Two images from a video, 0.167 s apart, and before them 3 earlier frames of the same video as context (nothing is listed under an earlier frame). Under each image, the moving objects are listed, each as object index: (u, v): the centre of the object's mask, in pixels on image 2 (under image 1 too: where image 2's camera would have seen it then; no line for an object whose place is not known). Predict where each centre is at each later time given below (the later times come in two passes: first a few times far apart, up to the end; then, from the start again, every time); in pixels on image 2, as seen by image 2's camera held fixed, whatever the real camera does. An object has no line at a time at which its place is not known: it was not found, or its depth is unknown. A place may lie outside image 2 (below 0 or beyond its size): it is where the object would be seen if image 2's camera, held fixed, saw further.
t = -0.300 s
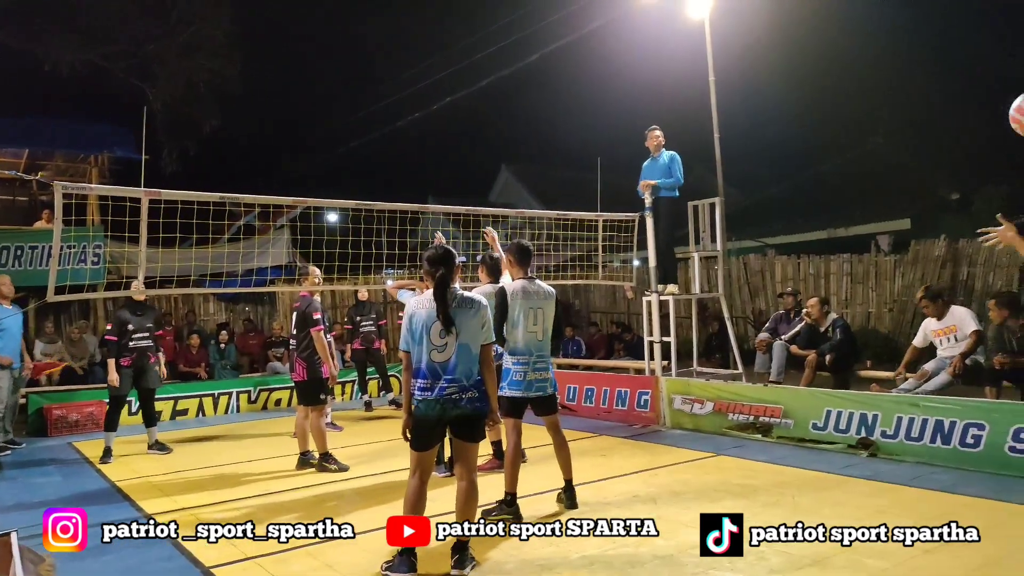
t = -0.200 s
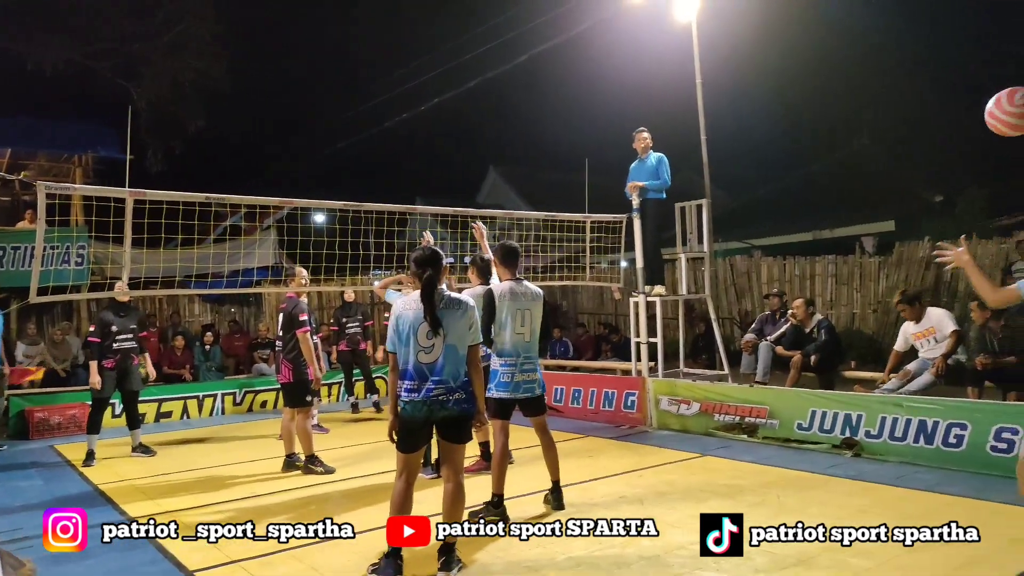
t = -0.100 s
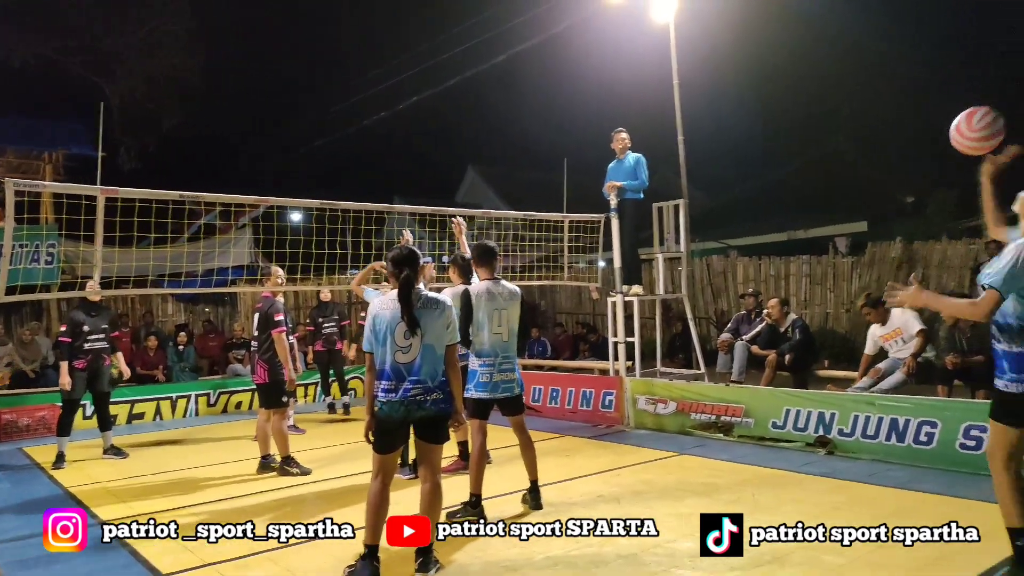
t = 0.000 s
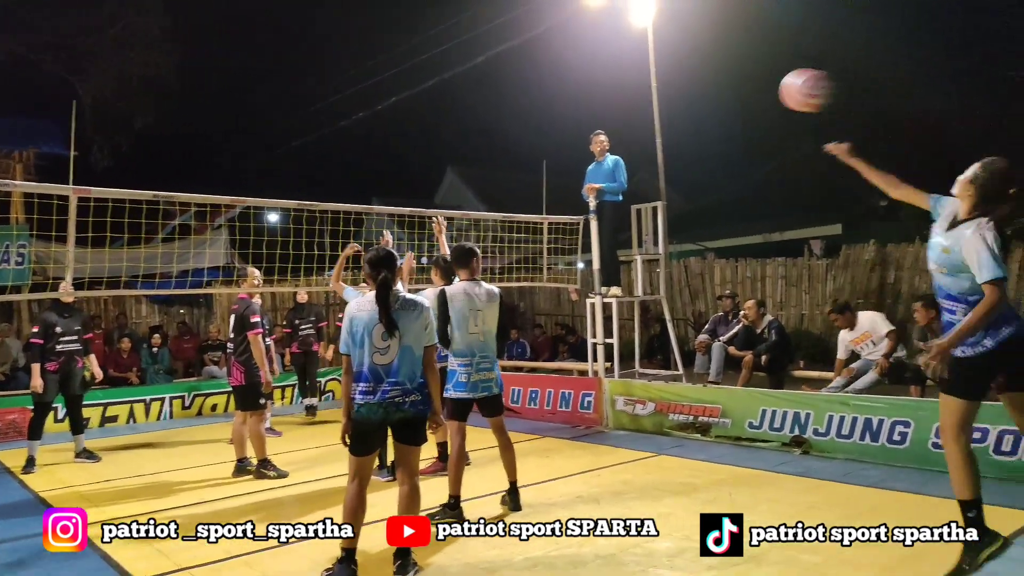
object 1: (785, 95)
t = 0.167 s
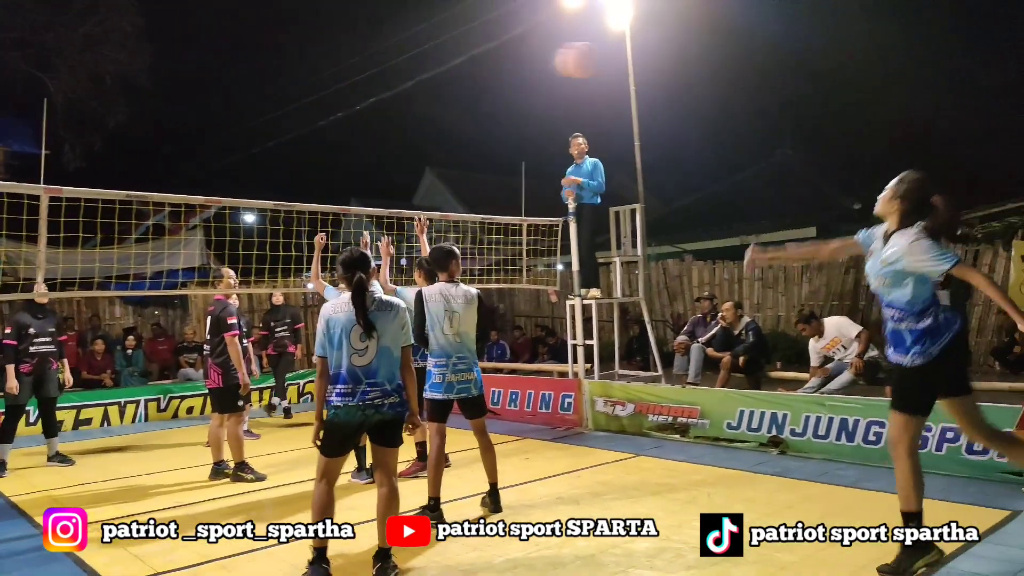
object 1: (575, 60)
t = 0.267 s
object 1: (483, 60)
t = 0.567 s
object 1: (294, 136)
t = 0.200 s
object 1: (539, 58)
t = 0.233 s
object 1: (510, 58)
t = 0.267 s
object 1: (483, 60)
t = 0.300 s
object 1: (455, 64)
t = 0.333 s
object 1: (431, 70)
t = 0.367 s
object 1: (407, 76)
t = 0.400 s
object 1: (384, 84)
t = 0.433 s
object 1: (364, 93)
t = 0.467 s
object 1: (345, 103)
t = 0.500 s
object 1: (327, 113)
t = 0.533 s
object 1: (310, 124)
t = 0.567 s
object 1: (294, 136)
